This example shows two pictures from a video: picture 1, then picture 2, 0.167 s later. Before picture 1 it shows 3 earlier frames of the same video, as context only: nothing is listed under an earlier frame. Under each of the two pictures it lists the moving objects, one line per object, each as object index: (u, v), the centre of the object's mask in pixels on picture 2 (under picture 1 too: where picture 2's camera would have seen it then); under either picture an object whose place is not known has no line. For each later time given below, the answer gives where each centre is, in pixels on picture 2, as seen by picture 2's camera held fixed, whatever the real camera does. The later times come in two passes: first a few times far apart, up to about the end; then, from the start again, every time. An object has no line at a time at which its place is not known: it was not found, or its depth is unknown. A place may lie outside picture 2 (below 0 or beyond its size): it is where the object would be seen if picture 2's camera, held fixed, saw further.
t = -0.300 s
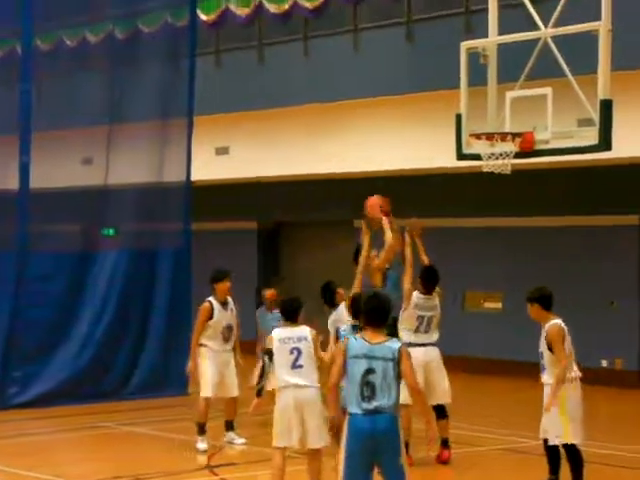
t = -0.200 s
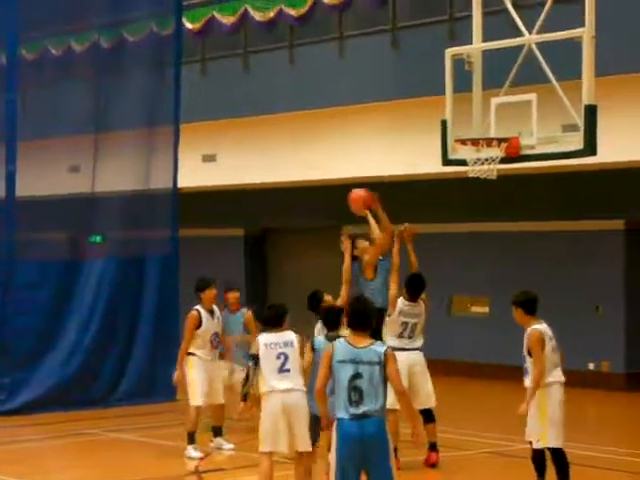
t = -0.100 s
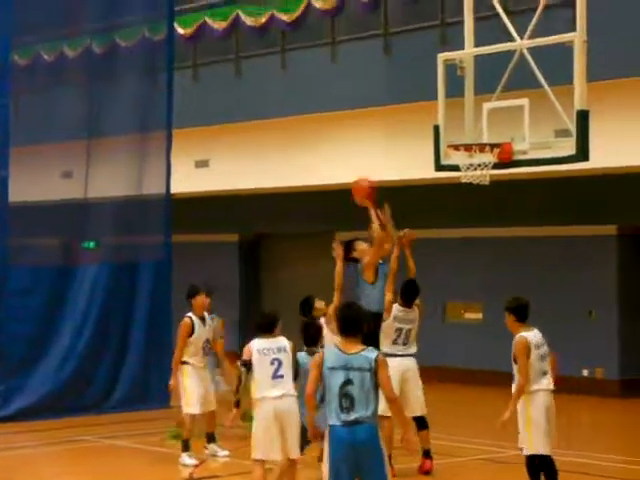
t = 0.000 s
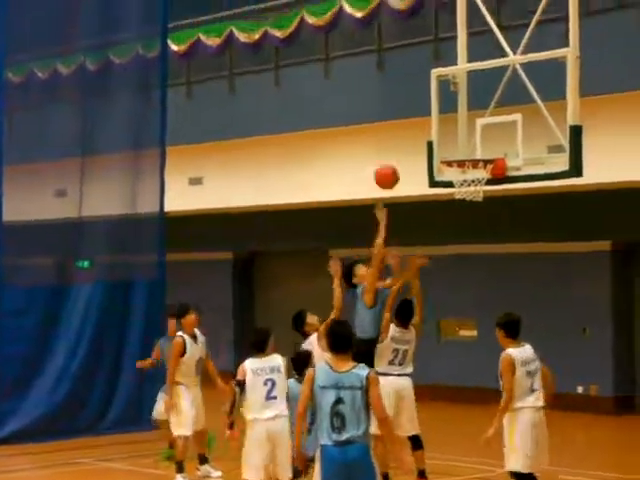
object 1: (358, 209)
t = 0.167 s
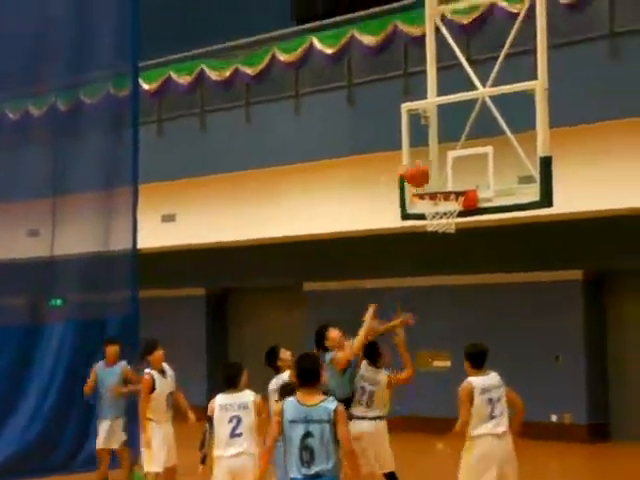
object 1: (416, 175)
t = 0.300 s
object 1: (433, 174)
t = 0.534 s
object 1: (435, 209)
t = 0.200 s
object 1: (428, 171)
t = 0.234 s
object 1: (433, 170)
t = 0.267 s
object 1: (434, 171)
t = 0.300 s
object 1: (433, 174)
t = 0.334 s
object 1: (433, 177)
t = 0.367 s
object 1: (433, 185)
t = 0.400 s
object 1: (433, 188)
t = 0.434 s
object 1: (433, 194)
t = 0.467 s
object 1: (434, 207)
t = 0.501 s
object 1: (435, 209)
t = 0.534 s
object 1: (435, 209)
